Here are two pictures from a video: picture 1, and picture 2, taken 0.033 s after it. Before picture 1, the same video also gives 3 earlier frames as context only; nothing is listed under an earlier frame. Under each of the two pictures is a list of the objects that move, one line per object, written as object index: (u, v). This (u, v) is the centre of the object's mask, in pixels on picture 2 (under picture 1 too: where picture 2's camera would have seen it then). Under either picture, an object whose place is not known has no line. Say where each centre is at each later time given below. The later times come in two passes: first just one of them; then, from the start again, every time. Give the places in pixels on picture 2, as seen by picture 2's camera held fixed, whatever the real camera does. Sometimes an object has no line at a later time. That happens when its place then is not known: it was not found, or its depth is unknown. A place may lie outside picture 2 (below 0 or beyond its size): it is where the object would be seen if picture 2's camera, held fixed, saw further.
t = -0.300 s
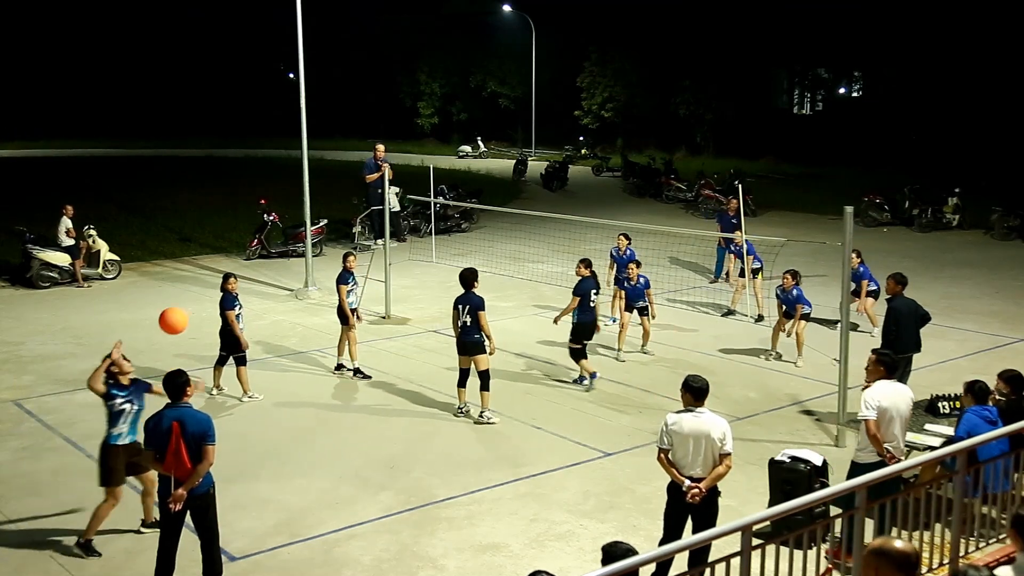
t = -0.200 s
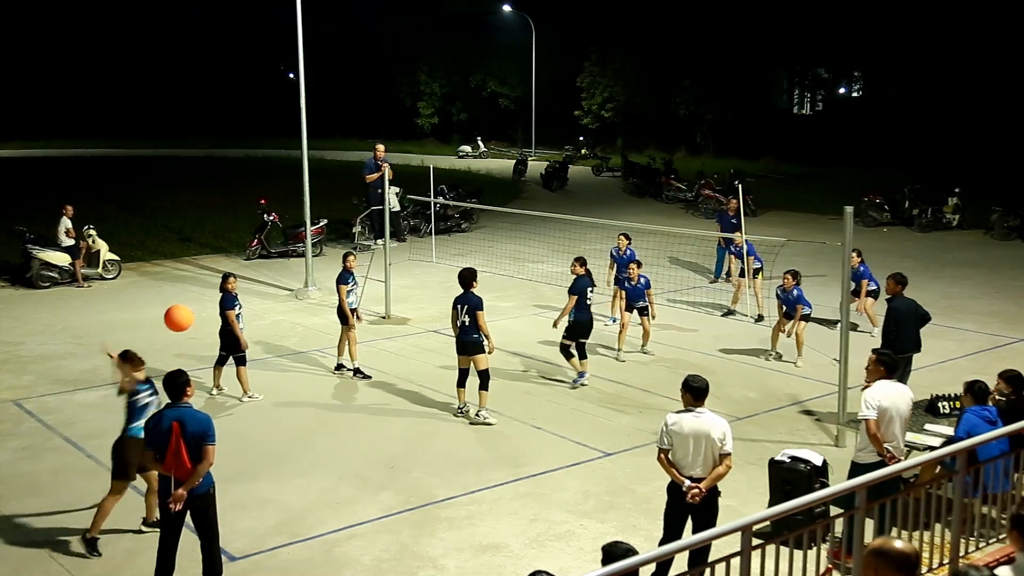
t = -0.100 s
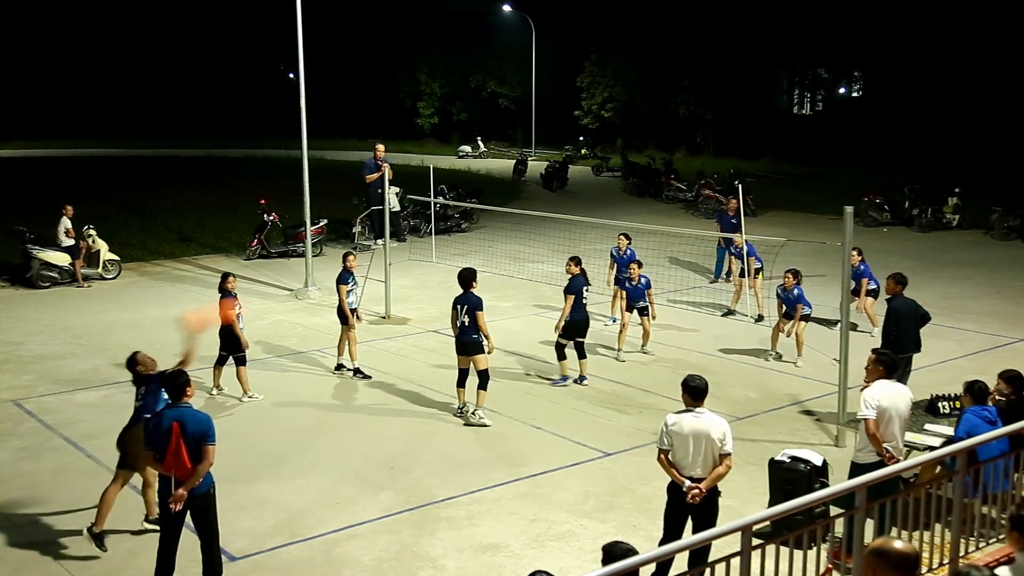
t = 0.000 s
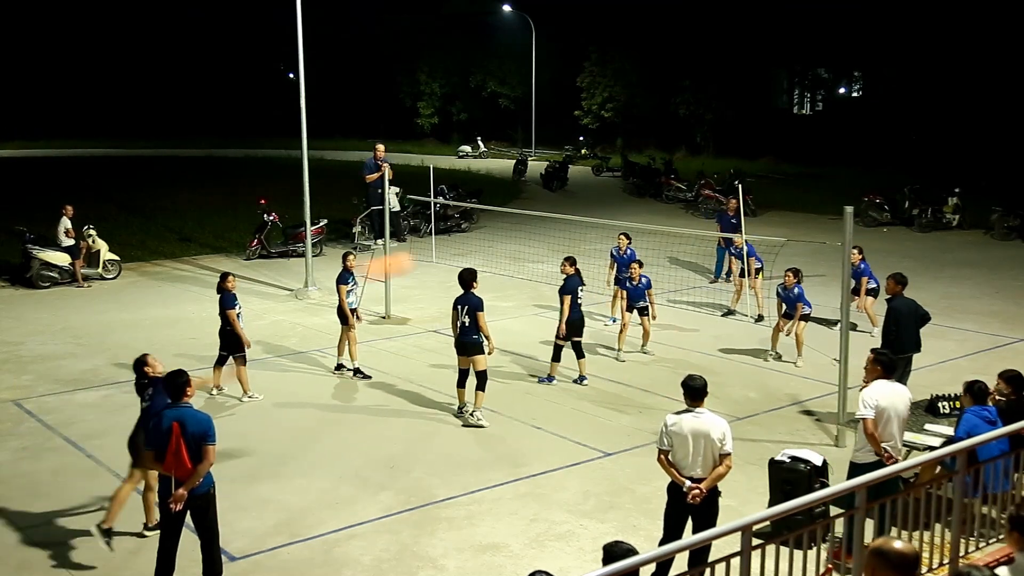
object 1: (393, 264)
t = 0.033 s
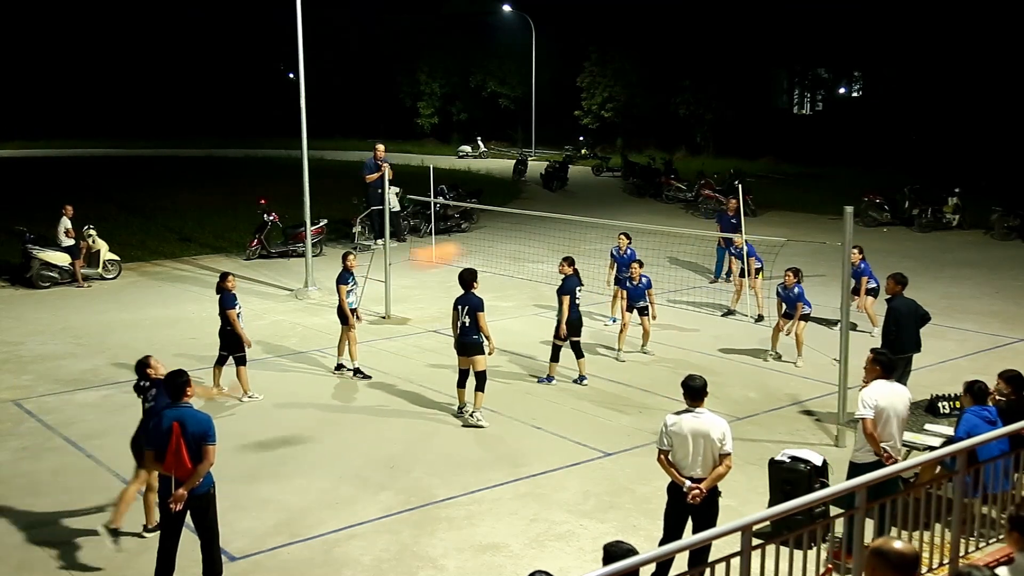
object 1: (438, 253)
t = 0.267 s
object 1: (698, 235)
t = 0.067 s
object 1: (484, 246)
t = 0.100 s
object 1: (526, 240)
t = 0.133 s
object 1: (563, 237)
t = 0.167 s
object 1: (600, 234)
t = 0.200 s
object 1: (638, 232)
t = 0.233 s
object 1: (667, 234)
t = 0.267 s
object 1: (698, 235)
